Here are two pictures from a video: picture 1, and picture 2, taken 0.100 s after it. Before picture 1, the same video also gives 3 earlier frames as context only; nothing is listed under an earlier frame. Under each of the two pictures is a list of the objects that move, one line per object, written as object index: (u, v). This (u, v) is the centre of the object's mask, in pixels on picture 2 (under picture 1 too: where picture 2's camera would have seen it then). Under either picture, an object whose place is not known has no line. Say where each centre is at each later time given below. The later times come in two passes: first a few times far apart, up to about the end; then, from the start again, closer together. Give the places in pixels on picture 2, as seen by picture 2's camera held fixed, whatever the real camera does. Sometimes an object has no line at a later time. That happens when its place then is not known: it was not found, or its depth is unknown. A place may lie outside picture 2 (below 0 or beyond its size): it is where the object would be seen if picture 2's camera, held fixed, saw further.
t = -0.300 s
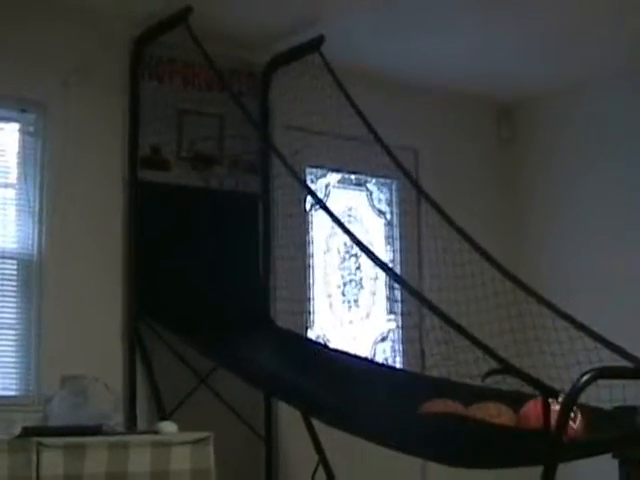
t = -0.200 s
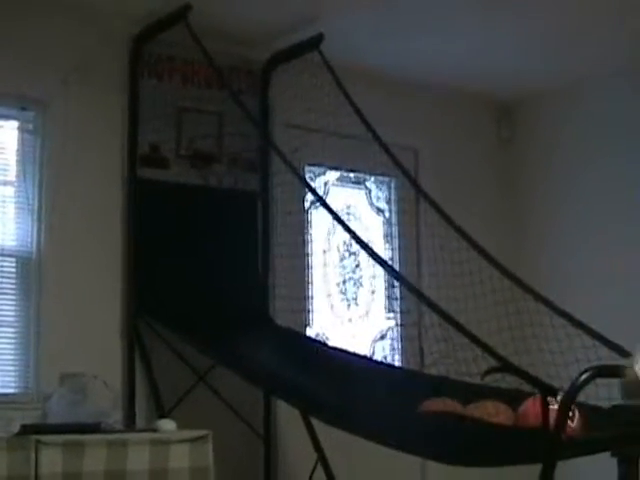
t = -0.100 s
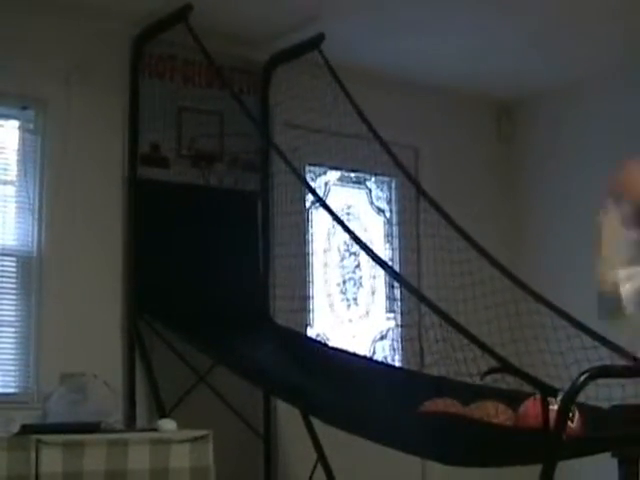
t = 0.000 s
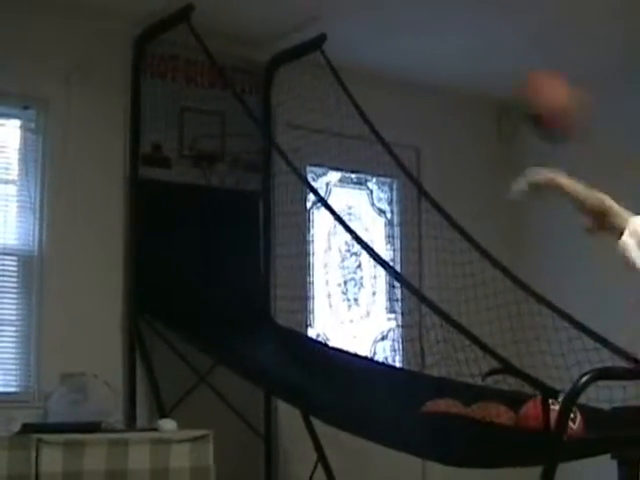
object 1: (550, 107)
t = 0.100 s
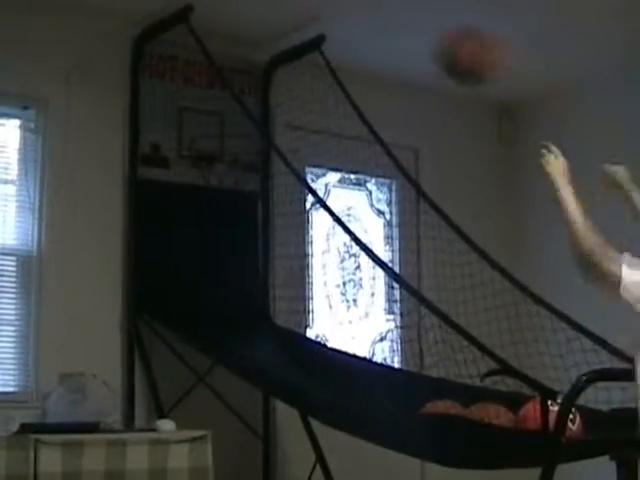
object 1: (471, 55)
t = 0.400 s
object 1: (294, 98)
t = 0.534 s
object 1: (299, 112)
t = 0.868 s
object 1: (368, 202)
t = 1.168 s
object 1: (319, 372)
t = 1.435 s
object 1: (278, 361)
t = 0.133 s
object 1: (443, 48)
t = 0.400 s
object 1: (294, 98)
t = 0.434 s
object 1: (283, 113)
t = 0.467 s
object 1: (279, 122)
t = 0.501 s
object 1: (287, 119)
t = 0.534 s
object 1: (299, 112)
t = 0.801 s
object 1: (367, 156)
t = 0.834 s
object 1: (368, 176)
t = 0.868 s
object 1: (368, 202)
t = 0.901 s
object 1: (368, 221)
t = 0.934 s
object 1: (366, 250)
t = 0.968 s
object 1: (361, 282)
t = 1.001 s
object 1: (359, 311)
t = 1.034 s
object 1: (355, 340)
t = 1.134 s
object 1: (332, 371)
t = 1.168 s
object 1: (319, 372)
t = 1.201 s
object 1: (309, 374)
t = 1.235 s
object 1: (301, 373)
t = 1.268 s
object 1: (294, 372)
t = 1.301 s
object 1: (289, 370)
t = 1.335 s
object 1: (278, 370)
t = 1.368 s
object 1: (277, 368)
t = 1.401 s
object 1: (277, 364)
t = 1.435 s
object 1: (278, 361)
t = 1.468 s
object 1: (280, 360)
